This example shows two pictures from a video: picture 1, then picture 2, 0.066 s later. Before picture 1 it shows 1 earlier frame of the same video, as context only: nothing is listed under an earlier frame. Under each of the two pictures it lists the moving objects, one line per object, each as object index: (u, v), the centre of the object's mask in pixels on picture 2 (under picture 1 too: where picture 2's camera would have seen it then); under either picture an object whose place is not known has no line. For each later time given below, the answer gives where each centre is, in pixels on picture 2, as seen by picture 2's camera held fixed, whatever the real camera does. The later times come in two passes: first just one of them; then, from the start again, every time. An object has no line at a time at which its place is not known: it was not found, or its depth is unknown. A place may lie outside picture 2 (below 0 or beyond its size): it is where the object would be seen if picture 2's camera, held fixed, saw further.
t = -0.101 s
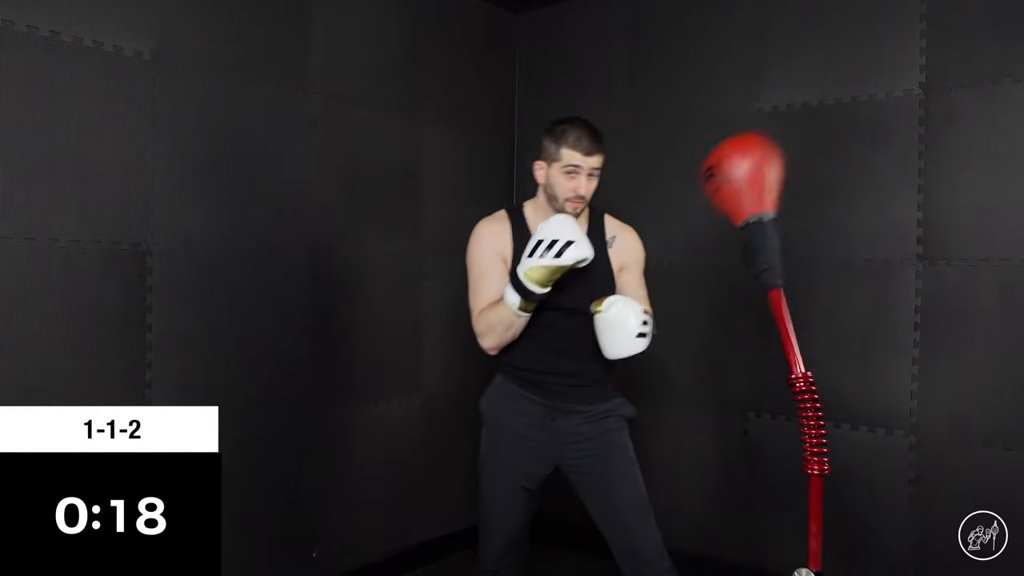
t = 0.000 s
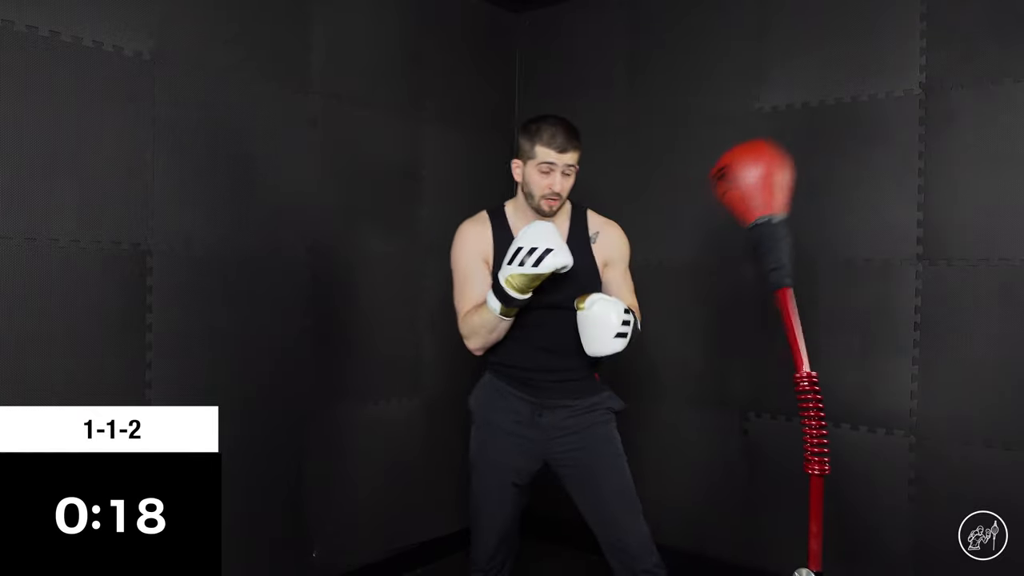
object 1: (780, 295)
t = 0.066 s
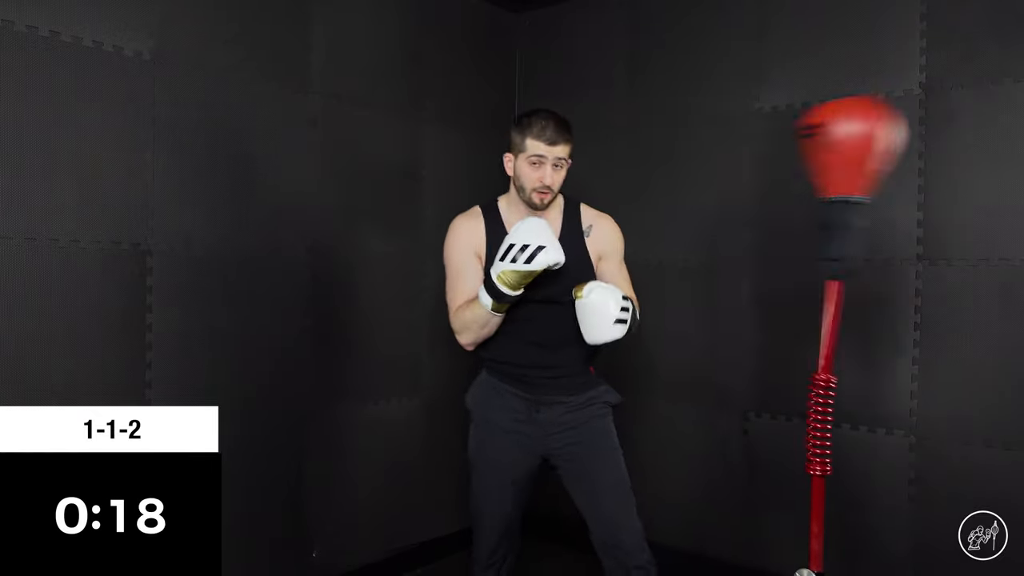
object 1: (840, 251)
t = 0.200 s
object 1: (895, 247)
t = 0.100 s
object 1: (879, 245)
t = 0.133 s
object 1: (906, 250)
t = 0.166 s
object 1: (912, 252)
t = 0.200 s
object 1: (895, 247)
